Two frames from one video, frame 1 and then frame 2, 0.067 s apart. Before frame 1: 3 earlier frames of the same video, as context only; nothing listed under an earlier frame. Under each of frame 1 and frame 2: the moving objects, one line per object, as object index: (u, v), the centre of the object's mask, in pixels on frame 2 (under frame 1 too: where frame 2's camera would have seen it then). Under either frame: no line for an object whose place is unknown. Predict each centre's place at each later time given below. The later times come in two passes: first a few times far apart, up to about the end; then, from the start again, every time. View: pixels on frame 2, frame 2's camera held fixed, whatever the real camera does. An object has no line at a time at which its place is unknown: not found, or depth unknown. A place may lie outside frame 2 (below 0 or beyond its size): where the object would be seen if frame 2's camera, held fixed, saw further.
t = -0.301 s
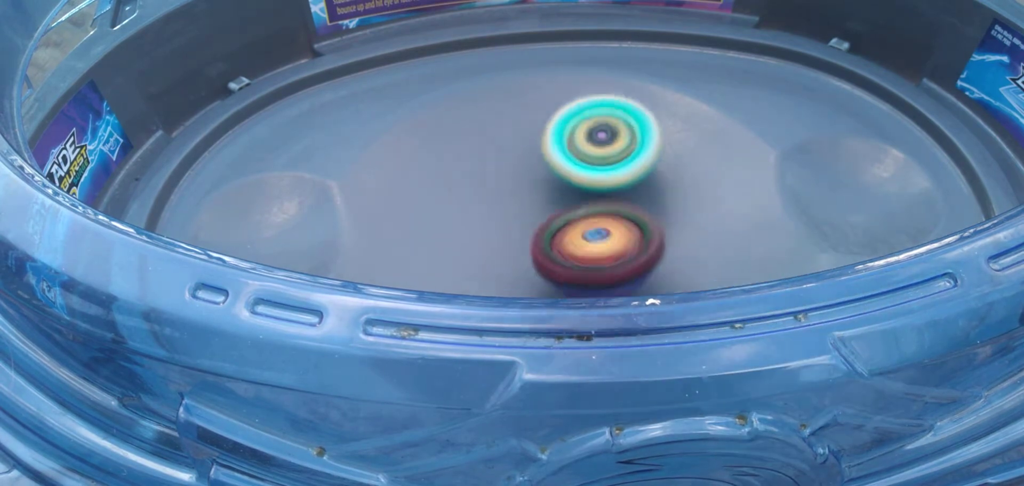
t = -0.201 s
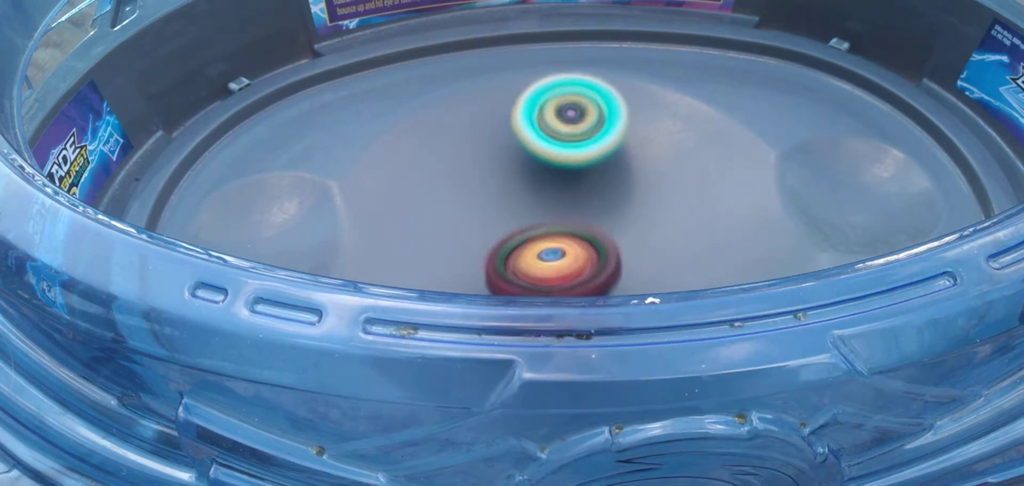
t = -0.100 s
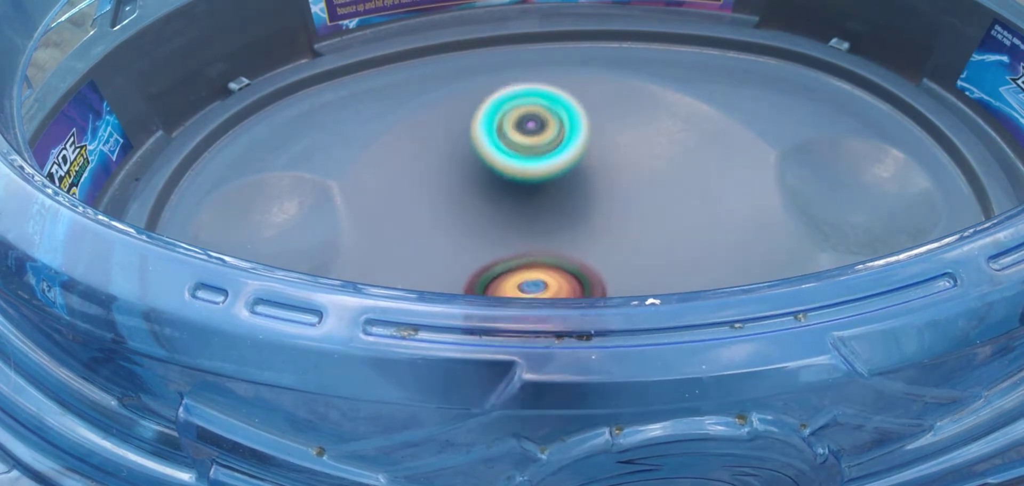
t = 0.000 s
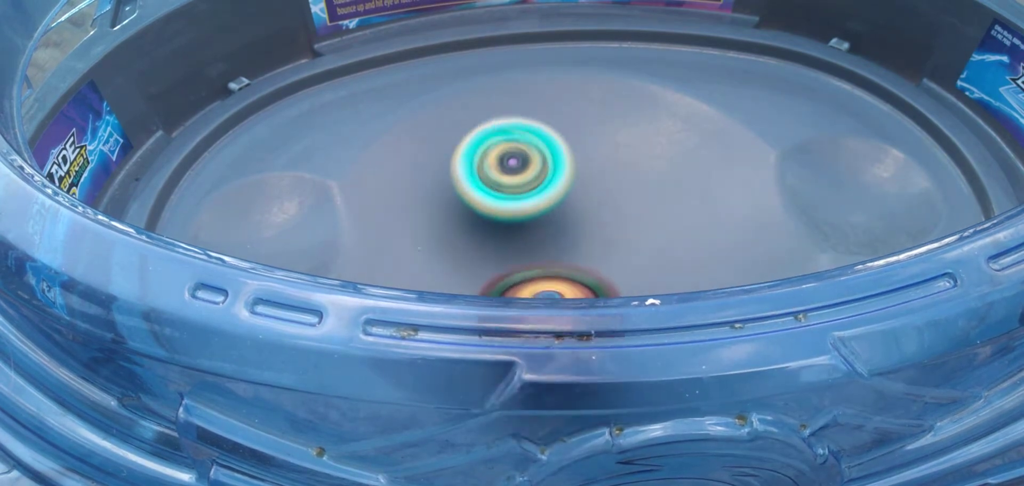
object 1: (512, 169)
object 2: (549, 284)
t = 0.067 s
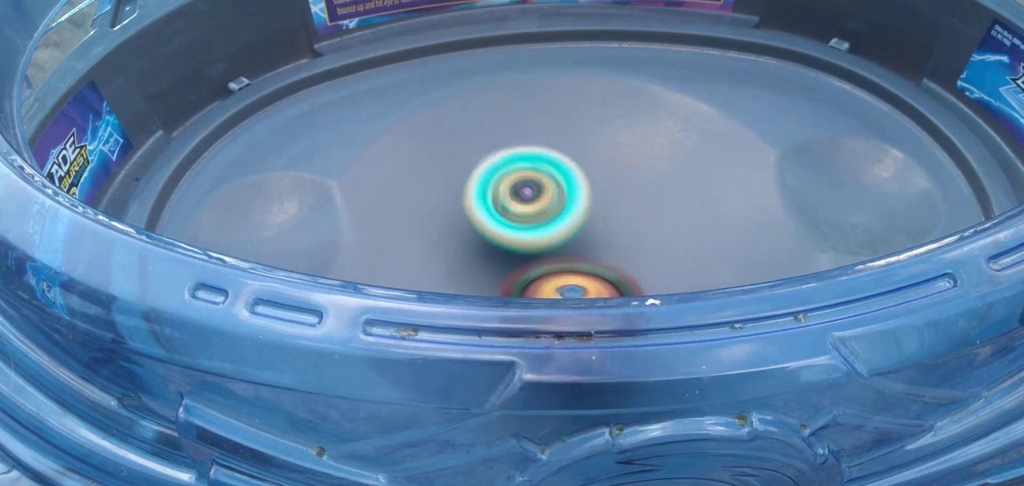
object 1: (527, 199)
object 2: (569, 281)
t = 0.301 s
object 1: (609, 189)
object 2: (608, 276)
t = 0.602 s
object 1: (606, 149)
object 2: (538, 227)
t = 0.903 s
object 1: (607, 186)
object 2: (448, 204)
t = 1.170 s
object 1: (669, 205)
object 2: (451, 184)
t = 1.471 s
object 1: (627, 221)
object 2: (517, 166)
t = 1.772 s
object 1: (656, 263)
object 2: (554, 143)
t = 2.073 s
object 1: (590, 255)
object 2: (630, 161)
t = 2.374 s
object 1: (510, 260)
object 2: (679, 178)
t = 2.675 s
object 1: (510, 232)
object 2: (674, 223)
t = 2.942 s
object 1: (512, 184)
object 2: (632, 256)
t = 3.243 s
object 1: (535, 170)
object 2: (570, 266)
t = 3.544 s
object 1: (606, 174)
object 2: (514, 252)
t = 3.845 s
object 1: (642, 182)
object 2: (506, 212)
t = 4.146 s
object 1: (660, 223)
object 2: (525, 176)
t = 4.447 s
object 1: (629, 247)
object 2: (569, 157)
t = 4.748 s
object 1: (563, 262)
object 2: (619, 172)
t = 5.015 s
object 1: (527, 252)
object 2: (650, 204)
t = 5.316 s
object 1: (499, 212)
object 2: (638, 237)
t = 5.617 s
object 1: (516, 180)
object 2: (590, 258)
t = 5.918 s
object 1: (575, 160)
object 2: (547, 253)
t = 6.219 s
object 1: (629, 170)
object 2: (522, 226)
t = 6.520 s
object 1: (664, 206)
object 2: (529, 193)
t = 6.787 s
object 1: (646, 252)
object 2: (557, 177)
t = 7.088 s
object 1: (581, 269)
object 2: (595, 183)
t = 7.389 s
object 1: (506, 256)
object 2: (618, 204)
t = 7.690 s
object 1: (481, 202)
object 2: (610, 232)
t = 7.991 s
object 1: (526, 158)
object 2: (580, 248)
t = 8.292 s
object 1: (619, 156)
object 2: (548, 241)
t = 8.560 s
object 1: (675, 198)
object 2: (541, 213)
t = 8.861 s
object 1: (650, 258)
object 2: (564, 187)
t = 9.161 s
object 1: (545, 267)
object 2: (603, 186)
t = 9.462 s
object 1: (490, 212)
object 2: (619, 211)
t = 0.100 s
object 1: (540, 209)
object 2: (579, 280)
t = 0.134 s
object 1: (555, 207)
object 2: (589, 281)
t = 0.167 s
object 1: (572, 202)
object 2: (595, 284)
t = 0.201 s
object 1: (588, 198)
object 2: (603, 284)
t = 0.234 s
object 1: (596, 195)
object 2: (607, 282)
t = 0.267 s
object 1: (604, 193)
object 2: (608, 280)
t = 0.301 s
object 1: (609, 189)
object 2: (608, 276)
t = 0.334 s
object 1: (613, 185)
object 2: (605, 271)
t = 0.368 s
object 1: (619, 181)
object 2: (600, 267)
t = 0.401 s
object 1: (624, 174)
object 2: (590, 263)
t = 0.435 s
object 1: (629, 166)
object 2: (579, 259)
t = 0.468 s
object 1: (629, 158)
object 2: (567, 255)
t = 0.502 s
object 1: (625, 152)
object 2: (557, 247)
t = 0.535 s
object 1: (621, 150)
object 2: (550, 240)
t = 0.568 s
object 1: (614, 147)
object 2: (543, 233)
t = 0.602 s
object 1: (606, 149)
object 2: (538, 227)
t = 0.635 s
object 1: (605, 146)
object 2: (521, 229)
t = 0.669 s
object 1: (605, 145)
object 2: (504, 232)
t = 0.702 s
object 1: (602, 145)
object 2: (493, 231)
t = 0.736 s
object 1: (598, 149)
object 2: (485, 228)
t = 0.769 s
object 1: (596, 154)
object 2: (476, 222)
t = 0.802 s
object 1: (594, 162)
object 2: (467, 218)
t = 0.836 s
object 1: (597, 171)
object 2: (460, 213)
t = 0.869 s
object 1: (601, 178)
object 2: (454, 209)
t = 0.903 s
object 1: (607, 186)
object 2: (448, 204)
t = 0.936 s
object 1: (615, 192)
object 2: (443, 199)
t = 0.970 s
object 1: (623, 197)
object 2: (439, 196)
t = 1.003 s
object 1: (632, 201)
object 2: (439, 194)
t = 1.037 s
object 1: (641, 205)
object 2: (439, 191)
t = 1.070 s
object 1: (650, 208)
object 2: (439, 188)
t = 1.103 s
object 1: (657, 208)
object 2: (441, 188)
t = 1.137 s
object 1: (665, 207)
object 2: (447, 186)
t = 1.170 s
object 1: (669, 205)
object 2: (451, 184)
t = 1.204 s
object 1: (672, 203)
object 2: (456, 183)
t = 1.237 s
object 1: (673, 201)
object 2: (462, 182)
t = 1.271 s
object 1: (671, 200)
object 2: (470, 179)
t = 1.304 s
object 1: (665, 199)
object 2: (475, 176)
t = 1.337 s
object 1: (658, 201)
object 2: (482, 174)
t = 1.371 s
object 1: (649, 203)
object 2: (491, 172)
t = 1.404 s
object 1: (643, 208)
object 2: (499, 169)
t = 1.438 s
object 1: (634, 214)
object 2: (507, 167)
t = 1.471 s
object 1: (627, 221)
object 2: (517, 166)
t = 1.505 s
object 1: (627, 234)
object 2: (519, 156)
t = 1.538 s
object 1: (626, 245)
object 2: (519, 147)
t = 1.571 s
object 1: (630, 251)
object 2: (519, 142)
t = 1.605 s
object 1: (634, 256)
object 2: (521, 140)
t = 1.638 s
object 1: (640, 259)
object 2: (526, 139)
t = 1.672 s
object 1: (646, 261)
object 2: (532, 139)
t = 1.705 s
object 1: (649, 262)
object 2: (539, 140)
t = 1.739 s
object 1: (655, 263)
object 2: (547, 142)
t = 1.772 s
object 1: (656, 263)
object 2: (554, 143)
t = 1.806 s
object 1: (658, 262)
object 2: (563, 145)
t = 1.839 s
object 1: (657, 262)
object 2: (572, 146)
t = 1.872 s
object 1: (652, 261)
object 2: (579, 148)
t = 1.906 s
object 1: (647, 260)
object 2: (588, 150)
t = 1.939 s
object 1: (638, 259)
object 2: (595, 152)
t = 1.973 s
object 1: (629, 257)
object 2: (604, 155)
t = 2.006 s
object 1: (617, 256)
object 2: (613, 157)
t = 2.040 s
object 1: (603, 255)
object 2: (620, 159)
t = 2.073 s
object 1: (590, 255)
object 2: (630, 161)
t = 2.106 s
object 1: (573, 256)
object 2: (638, 161)
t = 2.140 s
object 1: (560, 256)
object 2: (645, 162)
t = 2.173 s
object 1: (547, 257)
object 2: (653, 163)
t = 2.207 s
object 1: (534, 258)
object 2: (657, 164)
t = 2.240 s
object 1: (528, 259)
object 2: (663, 166)
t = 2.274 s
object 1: (521, 260)
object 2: (667, 168)
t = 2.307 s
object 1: (515, 260)
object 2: (672, 171)
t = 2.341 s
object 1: (514, 260)
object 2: (675, 174)
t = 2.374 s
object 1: (510, 260)
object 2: (679, 178)
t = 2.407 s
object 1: (508, 259)
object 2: (681, 181)
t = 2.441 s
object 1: (509, 258)
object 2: (682, 186)
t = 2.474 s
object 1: (506, 256)
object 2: (683, 190)
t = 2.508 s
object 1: (506, 254)
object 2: (683, 196)
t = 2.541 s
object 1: (508, 252)
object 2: (683, 201)
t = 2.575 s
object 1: (507, 248)
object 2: (681, 207)
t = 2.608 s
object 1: (508, 243)
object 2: (680, 213)
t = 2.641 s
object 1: (510, 238)
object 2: (676, 218)
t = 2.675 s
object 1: (510, 232)
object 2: (674, 223)
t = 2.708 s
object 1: (509, 224)
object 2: (669, 228)
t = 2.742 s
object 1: (511, 218)
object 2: (666, 233)
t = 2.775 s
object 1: (510, 213)
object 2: (660, 238)
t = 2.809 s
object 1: (509, 205)
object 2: (655, 242)
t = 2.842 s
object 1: (511, 200)
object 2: (648, 247)
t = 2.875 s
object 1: (512, 195)
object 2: (644, 250)
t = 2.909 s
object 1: (511, 189)
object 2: (637, 253)
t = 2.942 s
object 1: (512, 184)
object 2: (632, 256)
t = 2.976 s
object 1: (514, 182)
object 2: (624, 259)
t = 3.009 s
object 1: (513, 178)
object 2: (620, 261)
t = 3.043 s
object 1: (515, 175)
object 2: (613, 263)
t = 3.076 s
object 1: (518, 173)
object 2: (609, 265)
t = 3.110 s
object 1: (520, 173)
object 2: (601, 266)
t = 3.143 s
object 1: (522, 170)
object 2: (596, 267)
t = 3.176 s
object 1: (527, 169)
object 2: (587, 267)
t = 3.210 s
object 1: (531, 170)
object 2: (579, 266)
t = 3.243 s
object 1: (535, 170)
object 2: (570, 266)
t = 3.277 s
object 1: (541, 169)
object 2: (561, 265)
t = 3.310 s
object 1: (549, 169)
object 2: (553, 265)
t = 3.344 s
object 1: (555, 171)
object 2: (545, 263)
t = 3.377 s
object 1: (562, 172)
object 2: (540, 262)
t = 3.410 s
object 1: (572, 172)
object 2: (533, 261)
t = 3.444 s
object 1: (582, 174)
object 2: (528, 259)
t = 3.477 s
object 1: (589, 175)
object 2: (522, 257)
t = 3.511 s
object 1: (597, 175)
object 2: (518, 254)
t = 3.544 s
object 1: (606, 174)
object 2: (514, 252)
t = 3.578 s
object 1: (613, 175)
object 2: (510, 247)
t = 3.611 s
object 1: (619, 175)
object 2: (508, 243)
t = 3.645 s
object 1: (624, 174)
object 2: (505, 240)
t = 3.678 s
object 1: (629, 174)
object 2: (505, 235)
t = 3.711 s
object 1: (634, 176)
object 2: (505, 231)
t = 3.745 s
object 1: (636, 177)
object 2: (504, 226)
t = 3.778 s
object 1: (637, 178)
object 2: (505, 221)
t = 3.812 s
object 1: (640, 179)
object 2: (505, 217)
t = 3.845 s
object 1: (642, 182)
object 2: (506, 212)
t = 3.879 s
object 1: (642, 186)
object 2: (507, 207)
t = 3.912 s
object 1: (642, 189)
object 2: (508, 203)
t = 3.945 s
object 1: (643, 193)
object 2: (511, 199)
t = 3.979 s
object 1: (646, 200)
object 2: (512, 195)
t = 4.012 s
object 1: (649, 206)
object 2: (512, 190)
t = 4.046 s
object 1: (651, 211)
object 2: (514, 187)
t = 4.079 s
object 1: (655, 215)
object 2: (517, 183)
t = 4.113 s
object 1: (658, 218)
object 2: (520, 179)
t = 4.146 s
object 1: (660, 223)
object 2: (525, 176)
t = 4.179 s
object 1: (659, 226)
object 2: (530, 173)
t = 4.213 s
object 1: (658, 229)
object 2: (533, 169)
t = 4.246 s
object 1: (657, 231)
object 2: (538, 166)
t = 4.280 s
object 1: (655, 233)
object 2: (543, 164)
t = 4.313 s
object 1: (653, 236)
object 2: (547, 160)
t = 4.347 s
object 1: (648, 239)
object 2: (553, 159)
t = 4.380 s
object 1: (642, 243)
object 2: (558, 158)
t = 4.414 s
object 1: (635, 245)
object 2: (562, 158)
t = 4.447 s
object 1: (629, 247)
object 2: (569, 157)
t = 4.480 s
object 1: (622, 250)
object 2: (575, 158)
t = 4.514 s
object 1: (614, 253)
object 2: (580, 158)
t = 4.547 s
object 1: (606, 255)
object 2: (586, 158)
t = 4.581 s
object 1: (597, 257)
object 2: (592, 159)
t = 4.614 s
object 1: (589, 258)
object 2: (596, 161)
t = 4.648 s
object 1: (582, 259)
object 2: (602, 163)
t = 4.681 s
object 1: (576, 260)
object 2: (609, 166)
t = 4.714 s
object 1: (569, 261)
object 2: (614, 169)
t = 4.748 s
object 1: (563, 262)
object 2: (619, 172)
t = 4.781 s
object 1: (558, 262)
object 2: (625, 176)
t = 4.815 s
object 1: (553, 261)
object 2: (629, 180)
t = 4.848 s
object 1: (548, 260)
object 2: (633, 184)
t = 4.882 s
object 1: (545, 259)
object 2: (637, 188)
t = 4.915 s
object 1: (543, 258)
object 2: (641, 193)
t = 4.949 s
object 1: (538, 257)
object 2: (644, 198)
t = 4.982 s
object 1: (533, 255)
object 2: (647, 202)
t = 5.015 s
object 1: (527, 252)
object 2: (650, 204)
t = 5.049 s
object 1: (521, 248)
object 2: (652, 208)
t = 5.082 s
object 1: (517, 244)
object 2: (652, 212)
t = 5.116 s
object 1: (513, 239)
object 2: (652, 215)
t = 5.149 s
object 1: (509, 234)
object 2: (652, 219)
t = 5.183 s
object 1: (507, 231)
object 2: (651, 223)
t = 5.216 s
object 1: (504, 227)
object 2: (649, 226)
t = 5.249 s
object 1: (502, 222)
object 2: (646, 230)
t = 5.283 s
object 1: (500, 218)
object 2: (642, 233)
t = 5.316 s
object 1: (499, 212)
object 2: (638, 237)
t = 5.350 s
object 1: (498, 207)
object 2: (632, 240)
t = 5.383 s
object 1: (499, 202)
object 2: (625, 243)
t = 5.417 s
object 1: (499, 199)
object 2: (619, 246)
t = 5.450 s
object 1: (501, 196)
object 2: (613, 250)
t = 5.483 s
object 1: (503, 191)
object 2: (609, 253)
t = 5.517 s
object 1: (506, 188)
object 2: (604, 255)
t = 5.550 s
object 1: (510, 185)
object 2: (600, 256)
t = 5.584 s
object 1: (513, 183)
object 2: (596, 257)
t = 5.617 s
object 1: (516, 180)
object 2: (590, 258)
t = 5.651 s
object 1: (521, 178)
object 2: (584, 259)
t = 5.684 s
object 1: (528, 174)
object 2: (579, 260)
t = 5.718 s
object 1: (533, 172)
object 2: (575, 260)
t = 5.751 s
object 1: (539, 169)
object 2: (570, 260)
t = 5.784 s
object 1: (545, 167)
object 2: (565, 259)
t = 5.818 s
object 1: (552, 165)
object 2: (560, 258)
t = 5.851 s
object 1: (559, 164)
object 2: (555, 257)
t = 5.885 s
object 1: (567, 162)
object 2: (551, 255)
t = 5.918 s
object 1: (575, 160)
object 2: (547, 253)
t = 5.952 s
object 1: (581, 159)
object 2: (543, 250)
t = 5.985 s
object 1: (587, 159)
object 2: (539, 247)
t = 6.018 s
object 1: (592, 160)
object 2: (535, 243)
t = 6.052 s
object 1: (598, 161)
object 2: (531, 240)
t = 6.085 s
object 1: (605, 162)
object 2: (527, 241)
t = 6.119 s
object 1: (612, 163)
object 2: (526, 238)
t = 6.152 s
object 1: (618, 165)
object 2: (525, 234)
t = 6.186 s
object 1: (624, 167)
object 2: (523, 230)
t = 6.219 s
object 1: (629, 170)
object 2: (522, 226)
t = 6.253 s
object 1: (635, 173)
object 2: (520, 221)
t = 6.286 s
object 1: (641, 176)
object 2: (519, 218)
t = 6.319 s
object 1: (647, 180)
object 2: (519, 214)
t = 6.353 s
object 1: (651, 184)
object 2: (521, 210)
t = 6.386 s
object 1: (654, 188)
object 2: (523, 207)
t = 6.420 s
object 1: (657, 191)
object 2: (526, 203)
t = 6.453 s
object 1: (660, 196)
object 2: (527, 198)
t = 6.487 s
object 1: (662, 201)
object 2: (528, 196)
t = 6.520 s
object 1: (664, 206)
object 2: (529, 193)
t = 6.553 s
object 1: (664, 211)
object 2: (531, 190)
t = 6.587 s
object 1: (664, 216)
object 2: (535, 187)
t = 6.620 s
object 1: (662, 222)
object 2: (539, 185)
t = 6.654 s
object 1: (659, 228)
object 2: (543, 183)
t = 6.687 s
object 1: (657, 236)
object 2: (546, 180)
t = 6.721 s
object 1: (654, 242)
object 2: (549, 179)
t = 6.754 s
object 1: (651, 248)
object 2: (552, 178)
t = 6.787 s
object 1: (646, 252)
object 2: (557, 177)
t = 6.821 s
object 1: (641, 255)
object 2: (561, 177)
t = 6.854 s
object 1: (635, 258)
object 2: (566, 177)
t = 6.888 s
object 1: (629, 260)
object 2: (571, 178)
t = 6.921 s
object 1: (622, 263)
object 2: (576, 178)
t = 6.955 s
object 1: (615, 265)
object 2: (582, 179)
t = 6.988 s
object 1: (607, 267)
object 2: (585, 179)
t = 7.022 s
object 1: (599, 268)
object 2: (588, 180)
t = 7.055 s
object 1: (590, 269)
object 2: (591, 181)
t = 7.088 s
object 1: (581, 269)
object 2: (595, 183)
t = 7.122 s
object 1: (572, 270)
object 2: (599, 184)
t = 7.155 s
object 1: (562, 269)
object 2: (602, 186)
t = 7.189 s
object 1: (553, 268)
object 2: (605, 189)
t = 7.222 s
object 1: (543, 267)
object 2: (608, 191)
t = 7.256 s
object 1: (535, 266)
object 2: (610, 194)
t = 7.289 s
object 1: (526, 264)
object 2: (614, 196)
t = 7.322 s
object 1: (517, 261)
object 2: (615, 198)
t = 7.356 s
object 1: (511, 259)
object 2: (617, 201)
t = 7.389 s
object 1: (506, 256)
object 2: (618, 204)
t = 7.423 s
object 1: (501, 252)
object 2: (618, 207)
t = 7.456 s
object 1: (496, 246)
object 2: (619, 210)
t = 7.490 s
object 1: (490, 239)
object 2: (620, 213)
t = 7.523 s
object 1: (485, 233)
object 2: (619, 215)
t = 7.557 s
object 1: (481, 227)
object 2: (618, 219)
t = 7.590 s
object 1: (480, 221)
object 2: (616, 221)
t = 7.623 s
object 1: (480, 216)
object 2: (614, 224)
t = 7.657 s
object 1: (481, 209)
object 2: (612, 229)
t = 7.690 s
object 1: (481, 202)
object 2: (610, 232)
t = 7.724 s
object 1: (482, 195)
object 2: (608, 234)
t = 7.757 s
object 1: (483, 189)
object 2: (605, 237)
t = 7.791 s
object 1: (487, 184)
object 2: (602, 240)
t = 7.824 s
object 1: (491, 179)
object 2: (598, 242)
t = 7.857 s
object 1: (497, 174)
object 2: (594, 243)
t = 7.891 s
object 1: (503, 170)
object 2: (590, 245)
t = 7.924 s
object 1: (511, 165)
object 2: (586, 246)
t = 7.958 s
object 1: (518, 162)
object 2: (583, 247)
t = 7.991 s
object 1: (526, 158)
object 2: (580, 248)
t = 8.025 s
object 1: (537, 156)
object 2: (576, 249)
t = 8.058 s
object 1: (547, 154)
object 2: (572, 246)
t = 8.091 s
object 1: (558, 151)
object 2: (569, 249)
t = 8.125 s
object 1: (566, 151)
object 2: (564, 248)
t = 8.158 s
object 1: (577, 151)
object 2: (561, 248)
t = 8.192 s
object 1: (589, 152)
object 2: (557, 247)
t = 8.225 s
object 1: (600, 152)
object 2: (554, 245)
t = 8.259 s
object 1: (610, 153)
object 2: (550, 244)
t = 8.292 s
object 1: (619, 156)
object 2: (548, 241)
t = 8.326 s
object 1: (628, 160)
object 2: (547, 238)
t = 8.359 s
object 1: (638, 164)
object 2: (545, 234)
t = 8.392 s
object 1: (646, 168)
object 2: (544, 231)
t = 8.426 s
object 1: (652, 172)
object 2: (544, 227)
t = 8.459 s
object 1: (658, 179)
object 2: (542, 223)
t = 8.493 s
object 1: (665, 186)
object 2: (540, 220)
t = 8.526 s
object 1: (671, 192)
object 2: (541, 217)
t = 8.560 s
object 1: (675, 198)
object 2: (541, 213)
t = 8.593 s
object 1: (677, 205)
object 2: (543, 209)
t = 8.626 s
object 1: (678, 213)
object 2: (545, 206)
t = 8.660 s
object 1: (678, 221)
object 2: (547, 203)
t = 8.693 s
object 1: (677, 228)
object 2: (550, 200)
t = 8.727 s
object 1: (674, 235)
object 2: (552, 197)
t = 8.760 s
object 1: (669, 243)
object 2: (554, 194)
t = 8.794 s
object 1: (665, 249)
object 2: (557, 192)
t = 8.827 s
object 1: (659, 255)
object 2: (560, 189)
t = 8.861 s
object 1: (650, 258)
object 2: (564, 187)
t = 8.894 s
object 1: (642, 262)
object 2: (568, 187)
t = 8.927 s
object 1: (632, 266)
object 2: (572, 185)
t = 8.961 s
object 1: (622, 268)
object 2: (576, 184)
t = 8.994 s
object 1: (609, 269)
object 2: (580, 184)
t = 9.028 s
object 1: (596, 270)
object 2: (584, 184)
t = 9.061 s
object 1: (584, 271)
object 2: (589, 184)
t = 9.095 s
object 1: (571, 271)
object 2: (594, 184)
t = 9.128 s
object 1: (557, 269)
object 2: (598, 185)
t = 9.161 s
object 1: (545, 267)
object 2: (603, 186)
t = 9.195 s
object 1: (536, 265)
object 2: (607, 188)
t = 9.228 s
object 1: (526, 260)
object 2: (611, 189)
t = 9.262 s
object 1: (517, 256)
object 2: (613, 191)
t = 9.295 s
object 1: (510, 251)
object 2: (615, 193)
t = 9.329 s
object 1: (503, 244)
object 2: (616, 197)
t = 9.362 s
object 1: (497, 236)
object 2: (618, 201)
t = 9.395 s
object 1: (493, 228)
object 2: (619, 204)
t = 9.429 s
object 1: (491, 220)
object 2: (620, 207)
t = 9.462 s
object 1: (490, 212)
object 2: (619, 211)
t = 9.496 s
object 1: (490, 205)
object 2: (618, 215)
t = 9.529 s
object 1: (492, 197)
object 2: (616, 219)
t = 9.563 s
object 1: (494, 189)
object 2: (613, 224)
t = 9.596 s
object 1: (498, 183)
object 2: (611, 228)
